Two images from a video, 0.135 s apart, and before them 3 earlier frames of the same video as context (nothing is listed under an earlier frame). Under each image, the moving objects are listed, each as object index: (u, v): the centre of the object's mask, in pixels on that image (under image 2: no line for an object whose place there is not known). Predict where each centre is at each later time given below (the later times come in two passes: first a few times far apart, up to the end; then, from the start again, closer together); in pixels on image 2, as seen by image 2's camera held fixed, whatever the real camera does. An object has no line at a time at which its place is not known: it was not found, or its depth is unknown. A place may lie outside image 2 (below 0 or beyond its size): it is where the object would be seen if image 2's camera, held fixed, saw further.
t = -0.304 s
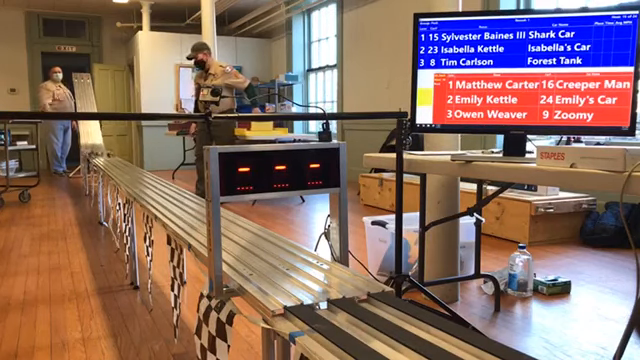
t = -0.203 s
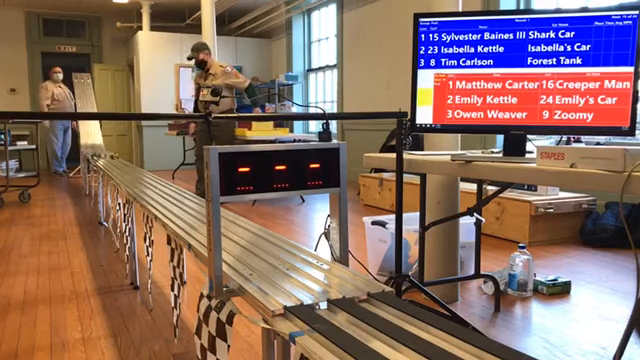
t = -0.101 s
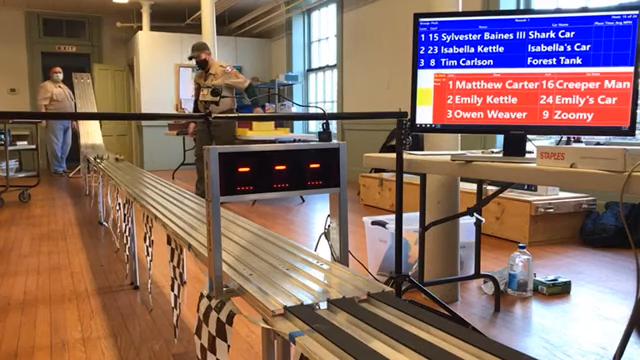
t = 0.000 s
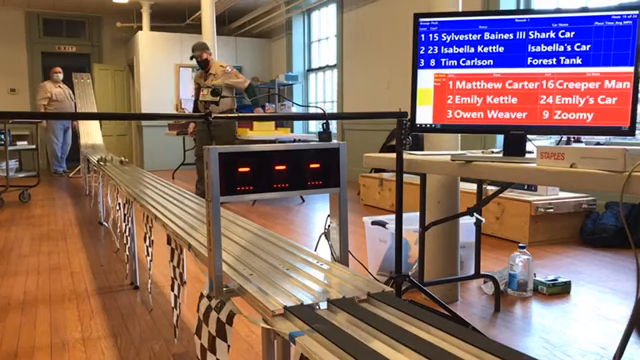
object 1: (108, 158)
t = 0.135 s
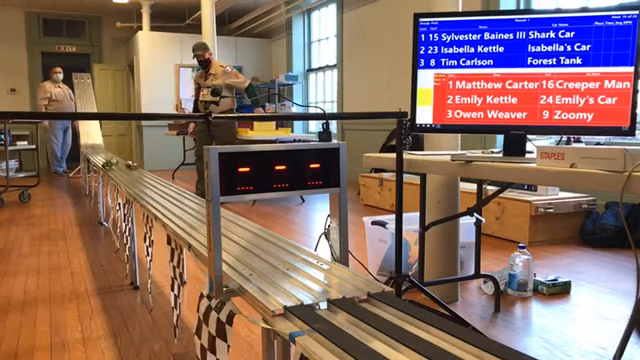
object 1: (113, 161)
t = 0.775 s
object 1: (146, 183)
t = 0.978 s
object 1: (163, 192)
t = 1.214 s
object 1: (192, 209)
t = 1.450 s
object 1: (238, 234)
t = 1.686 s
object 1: (317, 280)
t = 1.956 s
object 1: (415, 336)
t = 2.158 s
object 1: (415, 336)
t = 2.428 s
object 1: (415, 336)
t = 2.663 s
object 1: (415, 336)
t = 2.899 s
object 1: (415, 336)
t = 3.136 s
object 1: (415, 336)
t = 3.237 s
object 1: (415, 336)
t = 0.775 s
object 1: (146, 183)
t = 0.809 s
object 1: (149, 184)
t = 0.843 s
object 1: (151, 185)
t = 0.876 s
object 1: (154, 186)
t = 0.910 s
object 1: (157, 188)
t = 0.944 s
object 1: (160, 190)
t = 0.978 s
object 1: (163, 192)
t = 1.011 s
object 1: (167, 194)
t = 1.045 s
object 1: (170, 196)
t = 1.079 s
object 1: (174, 199)
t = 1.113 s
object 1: (179, 201)
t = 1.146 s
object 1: (183, 204)
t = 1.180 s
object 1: (188, 207)
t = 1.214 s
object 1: (192, 209)
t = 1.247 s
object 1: (197, 212)
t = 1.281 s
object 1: (200, 215)
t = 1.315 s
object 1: (202, 218)
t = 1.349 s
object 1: (226, 226)
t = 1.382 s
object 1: (229, 229)
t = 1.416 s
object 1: (232, 229)
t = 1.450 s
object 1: (238, 234)
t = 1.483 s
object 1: (247, 239)
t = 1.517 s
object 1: (255, 245)
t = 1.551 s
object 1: (266, 251)
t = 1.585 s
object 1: (277, 257)
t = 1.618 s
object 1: (287, 263)
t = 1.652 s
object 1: (304, 272)
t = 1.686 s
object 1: (317, 280)
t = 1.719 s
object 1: (331, 288)
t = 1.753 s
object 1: (348, 297)
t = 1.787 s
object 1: (364, 306)
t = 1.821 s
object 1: (383, 319)
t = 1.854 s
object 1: (397, 327)
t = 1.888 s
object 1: (410, 334)
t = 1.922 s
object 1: (414, 335)
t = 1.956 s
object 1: (415, 336)
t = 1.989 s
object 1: (415, 335)
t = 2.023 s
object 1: (415, 336)
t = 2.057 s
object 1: (415, 336)
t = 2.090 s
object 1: (415, 335)
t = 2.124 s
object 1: (415, 336)
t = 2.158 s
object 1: (415, 336)
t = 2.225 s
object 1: (415, 336)
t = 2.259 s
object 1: (415, 336)
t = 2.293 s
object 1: (415, 336)
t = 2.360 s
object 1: (415, 336)
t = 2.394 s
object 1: (415, 336)
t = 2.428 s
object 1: (415, 336)
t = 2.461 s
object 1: (415, 336)
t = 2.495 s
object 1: (415, 336)
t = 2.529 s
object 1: (415, 336)
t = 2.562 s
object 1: (415, 336)
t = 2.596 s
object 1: (415, 336)
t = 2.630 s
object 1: (415, 336)
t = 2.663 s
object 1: (415, 336)
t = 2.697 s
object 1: (415, 336)
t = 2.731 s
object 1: (415, 336)
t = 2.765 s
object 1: (415, 336)
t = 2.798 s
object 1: (415, 336)
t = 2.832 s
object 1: (415, 336)
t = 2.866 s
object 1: (415, 336)
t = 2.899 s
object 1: (415, 336)
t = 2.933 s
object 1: (415, 336)
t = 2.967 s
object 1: (415, 336)
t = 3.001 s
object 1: (415, 336)
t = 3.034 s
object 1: (415, 336)
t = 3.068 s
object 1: (415, 336)
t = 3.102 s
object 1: (415, 336)
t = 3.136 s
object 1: (415, 336)
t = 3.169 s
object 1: (416, 336)
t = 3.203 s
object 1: (415, 336)
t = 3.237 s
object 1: (415, 336)
